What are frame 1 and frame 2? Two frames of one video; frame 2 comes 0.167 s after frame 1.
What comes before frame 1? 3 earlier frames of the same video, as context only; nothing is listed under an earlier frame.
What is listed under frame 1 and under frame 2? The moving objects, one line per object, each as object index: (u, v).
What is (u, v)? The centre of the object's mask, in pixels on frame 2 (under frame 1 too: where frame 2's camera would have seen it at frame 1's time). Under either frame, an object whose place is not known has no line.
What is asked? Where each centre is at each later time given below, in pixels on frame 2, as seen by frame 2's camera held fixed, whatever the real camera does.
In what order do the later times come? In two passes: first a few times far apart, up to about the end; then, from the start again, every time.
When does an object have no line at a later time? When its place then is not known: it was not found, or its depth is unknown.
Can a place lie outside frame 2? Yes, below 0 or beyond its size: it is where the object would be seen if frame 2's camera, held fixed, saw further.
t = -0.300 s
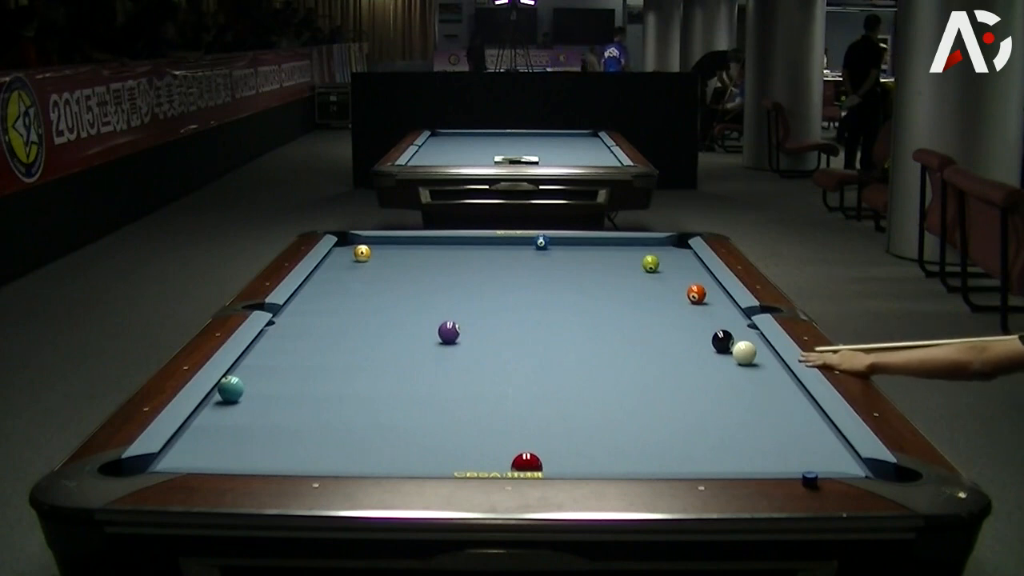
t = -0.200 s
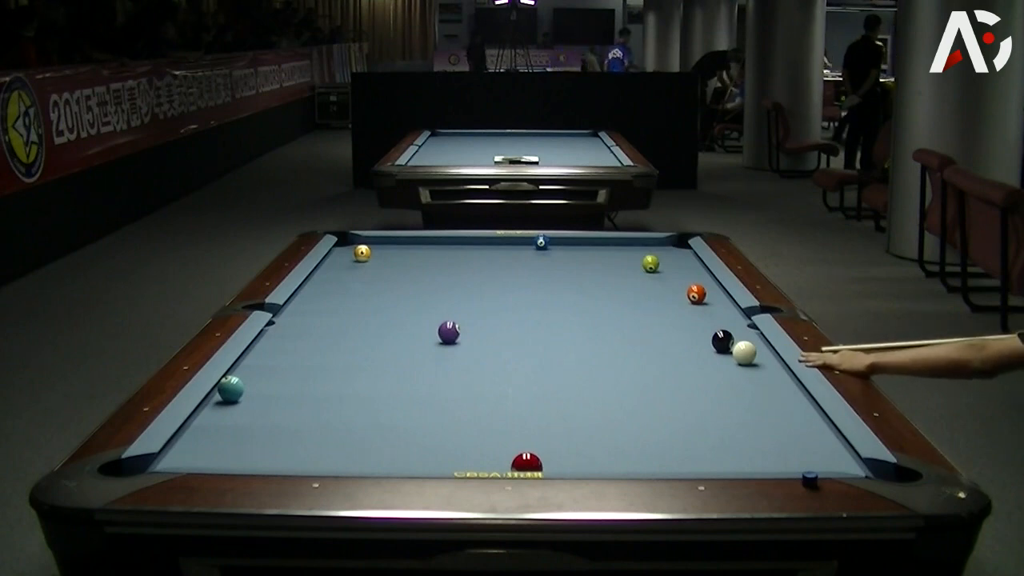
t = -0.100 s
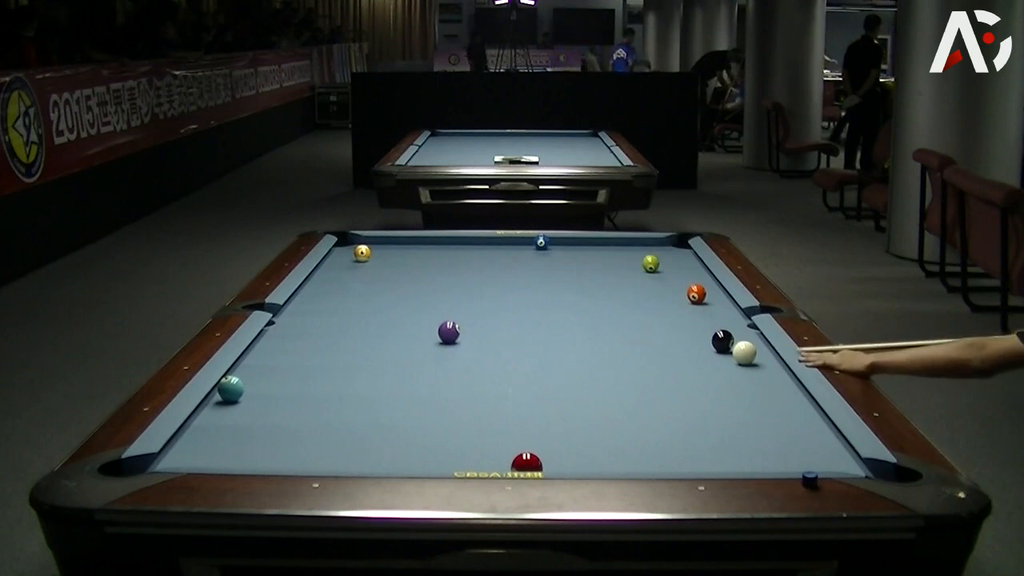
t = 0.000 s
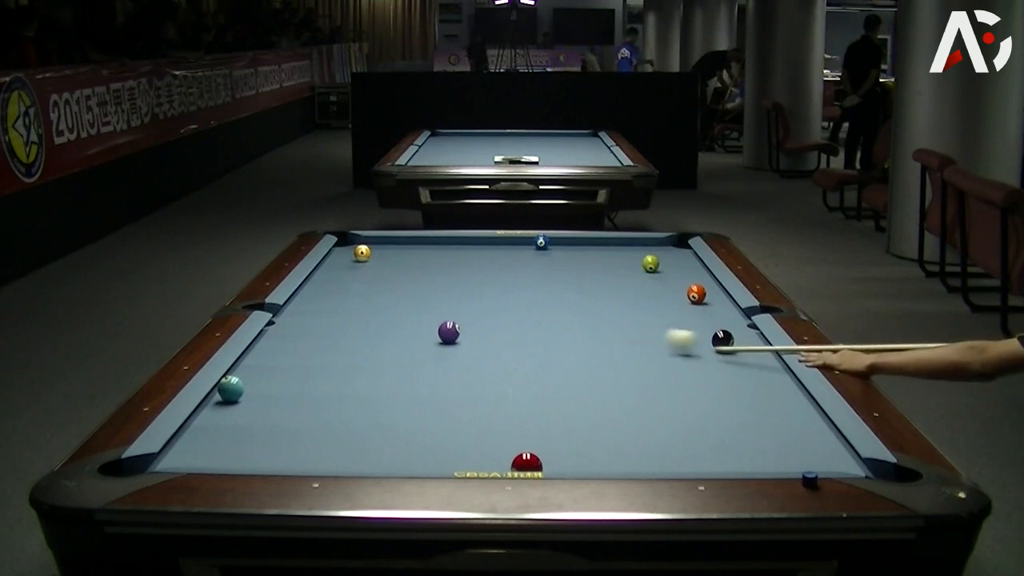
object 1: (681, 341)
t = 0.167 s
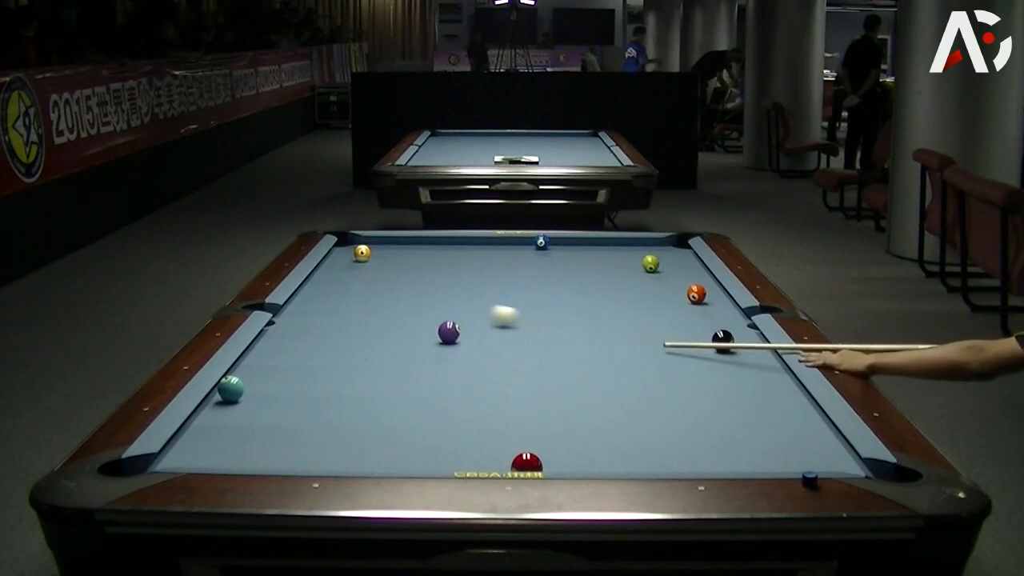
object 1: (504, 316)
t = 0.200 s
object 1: (474, 312)
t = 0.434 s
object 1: (312, 286)
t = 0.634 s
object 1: (412, 275)
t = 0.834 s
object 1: (484, 266)
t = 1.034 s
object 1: (545, 258)
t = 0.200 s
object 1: (474, 312)
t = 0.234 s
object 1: (446, 307)
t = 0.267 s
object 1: (418, 303)
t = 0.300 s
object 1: (392, 299)
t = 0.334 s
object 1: (368, 295)
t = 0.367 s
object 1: (345, 292)
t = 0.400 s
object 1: (323, 288)
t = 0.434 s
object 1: (312, 286)
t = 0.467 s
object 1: (330, 284)
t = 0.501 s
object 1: (348, 282)
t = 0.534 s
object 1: (365, 280)
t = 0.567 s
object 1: (382, 279)
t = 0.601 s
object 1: (397, 277)
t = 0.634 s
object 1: (412, 275)
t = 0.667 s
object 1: (426, 274)
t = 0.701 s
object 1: (439, 272)
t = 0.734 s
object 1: (451, 271)
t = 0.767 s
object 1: (463, 269)
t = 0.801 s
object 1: (474, 268)
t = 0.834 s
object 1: (484, 266)
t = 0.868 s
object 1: (495, 265)
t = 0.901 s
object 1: (505, 264)
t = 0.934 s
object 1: (515, 262)
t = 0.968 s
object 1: (525, 261)
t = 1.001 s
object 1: (535, 259)
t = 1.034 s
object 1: (545, 258)
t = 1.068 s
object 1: (554, 257)
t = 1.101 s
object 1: (564, 255)
